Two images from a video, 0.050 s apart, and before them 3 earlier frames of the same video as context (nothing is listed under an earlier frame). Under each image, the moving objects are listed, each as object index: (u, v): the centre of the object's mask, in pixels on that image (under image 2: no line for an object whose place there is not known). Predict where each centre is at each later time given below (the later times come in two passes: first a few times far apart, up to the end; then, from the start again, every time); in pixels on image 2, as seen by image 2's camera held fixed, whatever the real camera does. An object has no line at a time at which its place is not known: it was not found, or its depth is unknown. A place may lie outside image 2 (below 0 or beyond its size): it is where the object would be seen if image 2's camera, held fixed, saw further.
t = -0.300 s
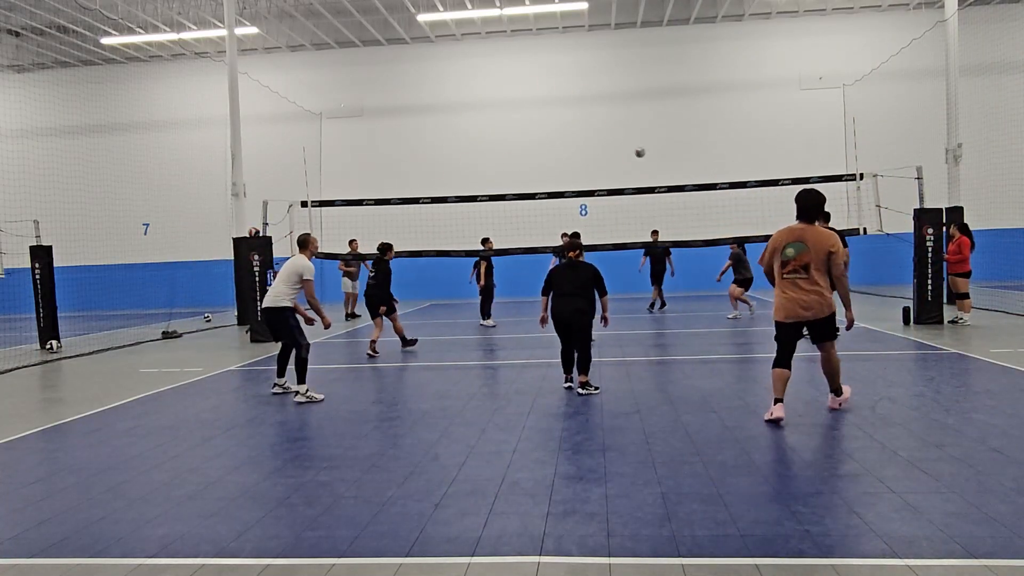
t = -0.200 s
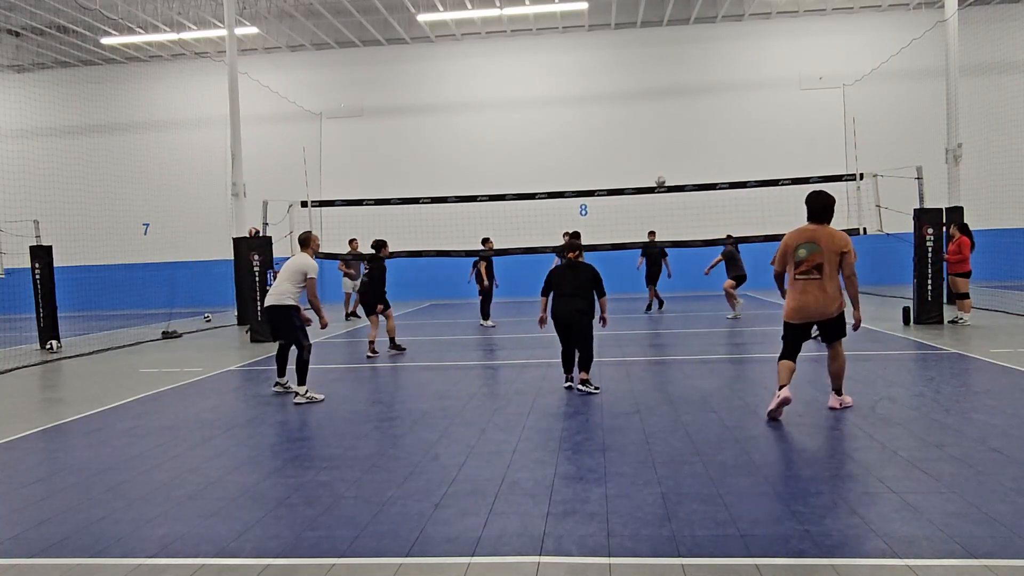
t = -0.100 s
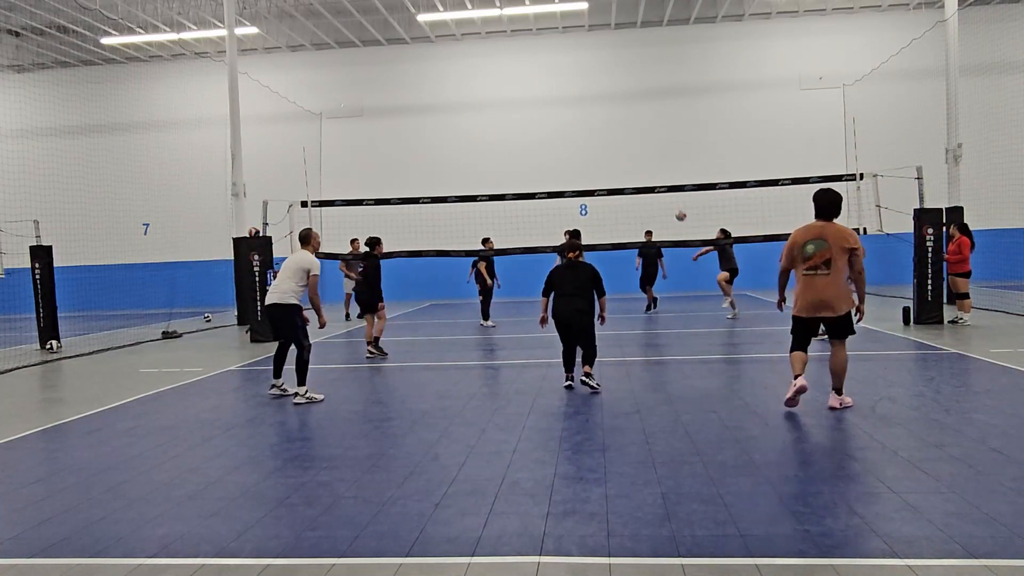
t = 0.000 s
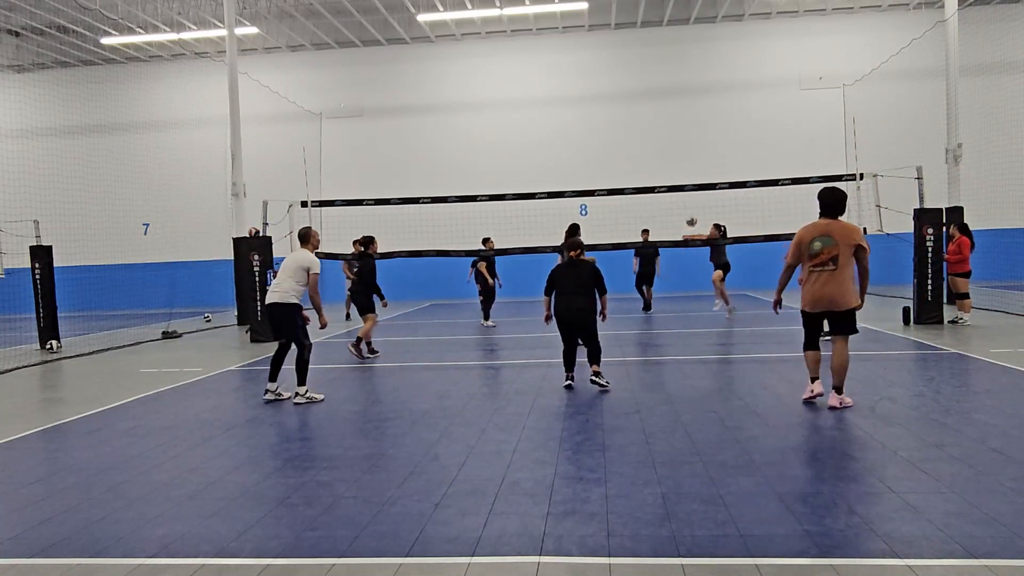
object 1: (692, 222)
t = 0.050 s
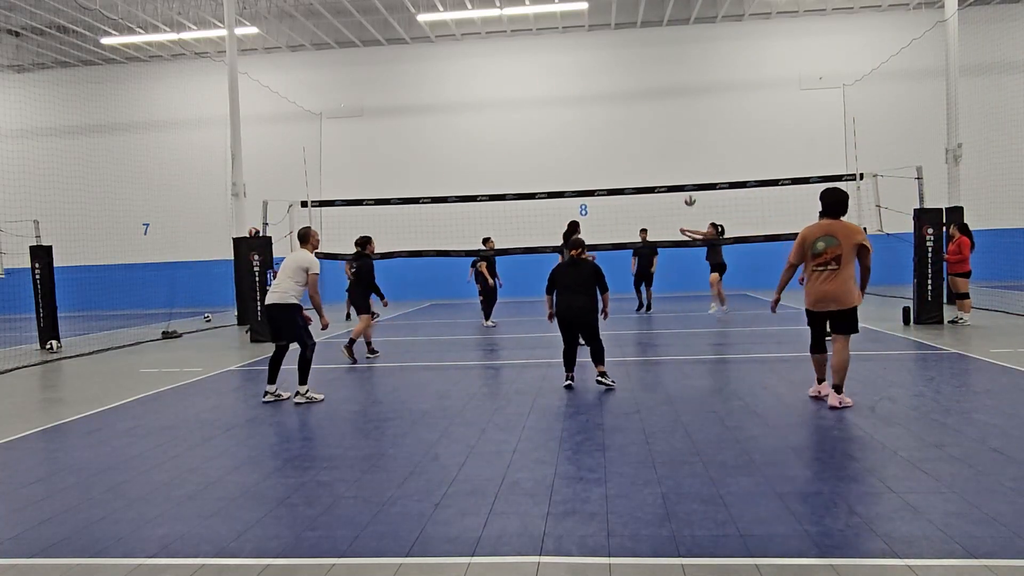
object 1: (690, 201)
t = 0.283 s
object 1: (683, 116)
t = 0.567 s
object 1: (676, 40)
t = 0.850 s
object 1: (671, 9)
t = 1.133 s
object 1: (667, 49)
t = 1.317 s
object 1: (664, 124)
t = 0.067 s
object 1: (689, 195)
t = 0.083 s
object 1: (689, 192)
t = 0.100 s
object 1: (688, 181)
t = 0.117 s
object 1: (688, 175)
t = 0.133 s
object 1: (687, 168)
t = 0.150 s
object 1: (687, 162)
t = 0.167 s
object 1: (686, 156)
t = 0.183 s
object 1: (686, 150)
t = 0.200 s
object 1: (685, 144)
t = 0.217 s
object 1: (685, 139)
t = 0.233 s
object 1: (684, 133)
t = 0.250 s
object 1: (684, 127)
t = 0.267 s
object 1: (683, 122)
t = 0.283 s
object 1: (683, 116)
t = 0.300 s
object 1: (682, 111)
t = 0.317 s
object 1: (682, 106)
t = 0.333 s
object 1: (681, 100)
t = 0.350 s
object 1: (681, 95)
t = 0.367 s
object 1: (681, 90)
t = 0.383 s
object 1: (680, 85)
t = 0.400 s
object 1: (680, 80)
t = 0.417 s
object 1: (679, 76)
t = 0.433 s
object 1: (679, 71)
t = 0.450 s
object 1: (679, 67)
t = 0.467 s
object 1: (678, 63)
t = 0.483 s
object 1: (678, 58)
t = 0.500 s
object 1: (677, 55)
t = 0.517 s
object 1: (677, 51)
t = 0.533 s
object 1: (677, 47)
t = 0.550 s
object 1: (676, 44)
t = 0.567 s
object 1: (676, 40)
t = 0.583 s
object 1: (676, 37)
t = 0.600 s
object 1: (676, 34)
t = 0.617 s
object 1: (676, 31)
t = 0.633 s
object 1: (675, 28)
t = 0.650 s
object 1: (674, 25)
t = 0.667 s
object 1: (674, 23)
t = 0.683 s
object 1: (674, 21)
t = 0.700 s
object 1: (674, 18)
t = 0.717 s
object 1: (673, 17)
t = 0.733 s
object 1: (673, 16)
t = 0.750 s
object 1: (673, 15)
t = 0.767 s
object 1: (673, 12)
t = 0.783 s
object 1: (673, 12)
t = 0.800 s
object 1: (672, 11)
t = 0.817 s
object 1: (672, 10)
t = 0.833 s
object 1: (672, 10)
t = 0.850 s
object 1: (671, 9)
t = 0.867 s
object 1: (671, 9)
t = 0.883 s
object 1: (671, 9)
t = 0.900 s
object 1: (671, 10)
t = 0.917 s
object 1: (671, 10)
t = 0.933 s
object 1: (670, 11)
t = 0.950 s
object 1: (670, 12)
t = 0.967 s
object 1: (669, 16)
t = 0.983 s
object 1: (669, 17)
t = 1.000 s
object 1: (669, 19)
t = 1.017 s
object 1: (669, 22)
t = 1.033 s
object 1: (668, 24)
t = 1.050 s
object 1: (668, 27)
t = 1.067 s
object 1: (668, 32)
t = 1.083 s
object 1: (668, 35)
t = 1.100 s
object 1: (668, 39)
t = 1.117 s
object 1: (668, 44)
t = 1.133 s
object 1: (667, 49)
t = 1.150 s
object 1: (667, 53)
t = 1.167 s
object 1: (666, 59)
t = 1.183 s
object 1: (666, 64)
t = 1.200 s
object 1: (665, 70)
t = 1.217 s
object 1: (665, 77)
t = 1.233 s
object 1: (665, 84)
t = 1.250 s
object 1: (665, 90)
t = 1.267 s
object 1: (665, 98)
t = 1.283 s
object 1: (664, 107)
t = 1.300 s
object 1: (664, 115)
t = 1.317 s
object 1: (664, 124)
